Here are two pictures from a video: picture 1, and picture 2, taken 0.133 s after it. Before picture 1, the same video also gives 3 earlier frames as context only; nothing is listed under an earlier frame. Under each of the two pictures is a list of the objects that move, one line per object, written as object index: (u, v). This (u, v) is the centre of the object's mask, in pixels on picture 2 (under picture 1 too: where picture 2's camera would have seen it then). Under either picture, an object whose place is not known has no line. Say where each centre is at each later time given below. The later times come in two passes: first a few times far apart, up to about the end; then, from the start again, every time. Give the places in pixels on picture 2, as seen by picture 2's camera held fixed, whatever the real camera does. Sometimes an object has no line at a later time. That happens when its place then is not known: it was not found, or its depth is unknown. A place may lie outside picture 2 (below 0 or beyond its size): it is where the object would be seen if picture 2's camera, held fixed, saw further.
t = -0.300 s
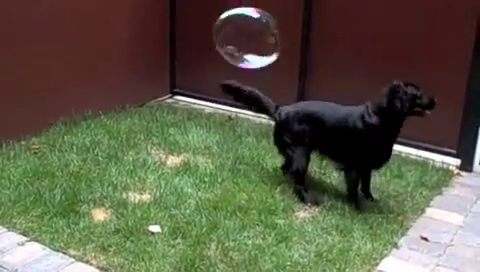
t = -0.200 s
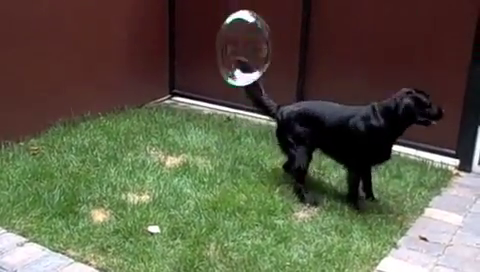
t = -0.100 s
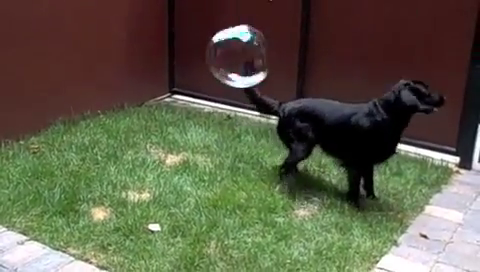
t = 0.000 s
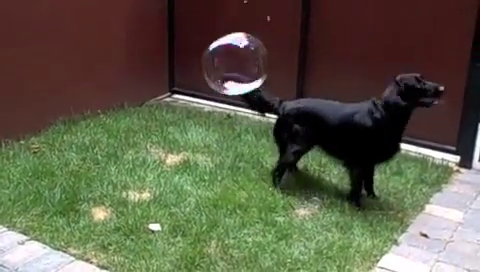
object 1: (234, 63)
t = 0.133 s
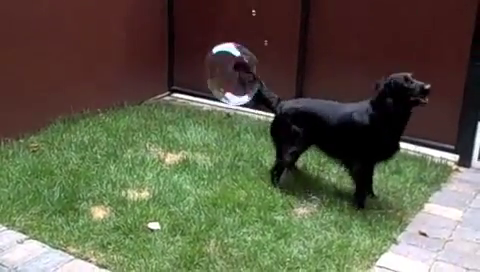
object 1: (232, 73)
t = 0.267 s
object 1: (232, 81)
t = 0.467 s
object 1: (234, 93)
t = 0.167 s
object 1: (232, 75)
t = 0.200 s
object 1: (231, 78)
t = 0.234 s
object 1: (231, 80)
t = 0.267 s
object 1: (232, 81)
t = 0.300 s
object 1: (232, 84)
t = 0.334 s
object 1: (231, 87)
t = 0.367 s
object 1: (230, 88)
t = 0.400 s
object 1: (230, 89)
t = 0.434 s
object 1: (232, 90)
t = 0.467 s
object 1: (234, 93)
